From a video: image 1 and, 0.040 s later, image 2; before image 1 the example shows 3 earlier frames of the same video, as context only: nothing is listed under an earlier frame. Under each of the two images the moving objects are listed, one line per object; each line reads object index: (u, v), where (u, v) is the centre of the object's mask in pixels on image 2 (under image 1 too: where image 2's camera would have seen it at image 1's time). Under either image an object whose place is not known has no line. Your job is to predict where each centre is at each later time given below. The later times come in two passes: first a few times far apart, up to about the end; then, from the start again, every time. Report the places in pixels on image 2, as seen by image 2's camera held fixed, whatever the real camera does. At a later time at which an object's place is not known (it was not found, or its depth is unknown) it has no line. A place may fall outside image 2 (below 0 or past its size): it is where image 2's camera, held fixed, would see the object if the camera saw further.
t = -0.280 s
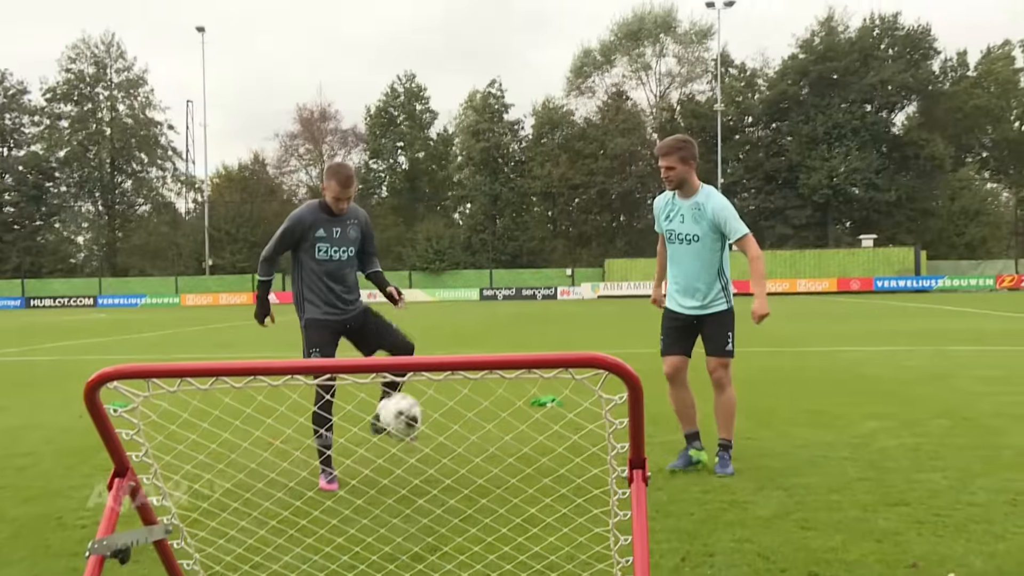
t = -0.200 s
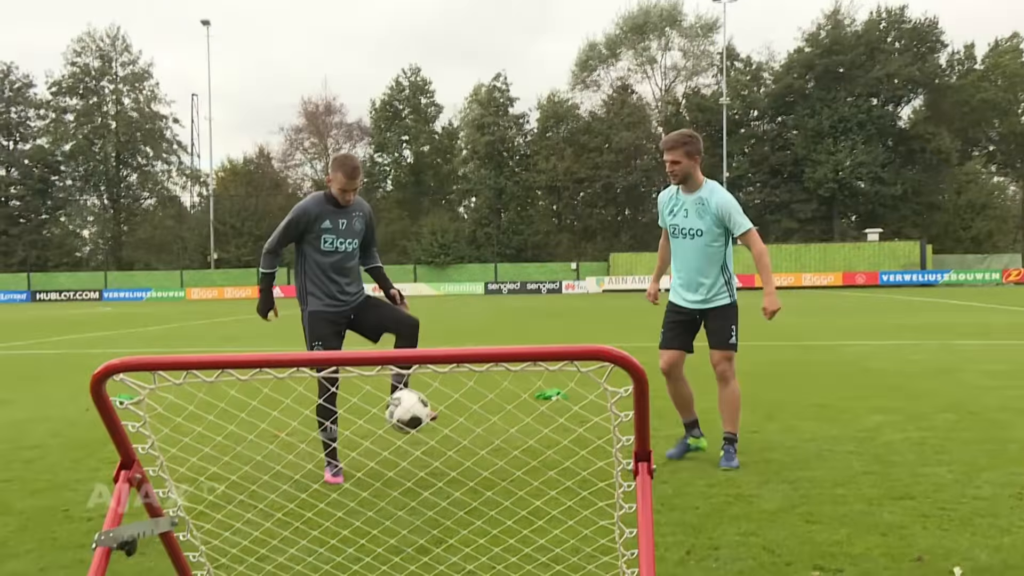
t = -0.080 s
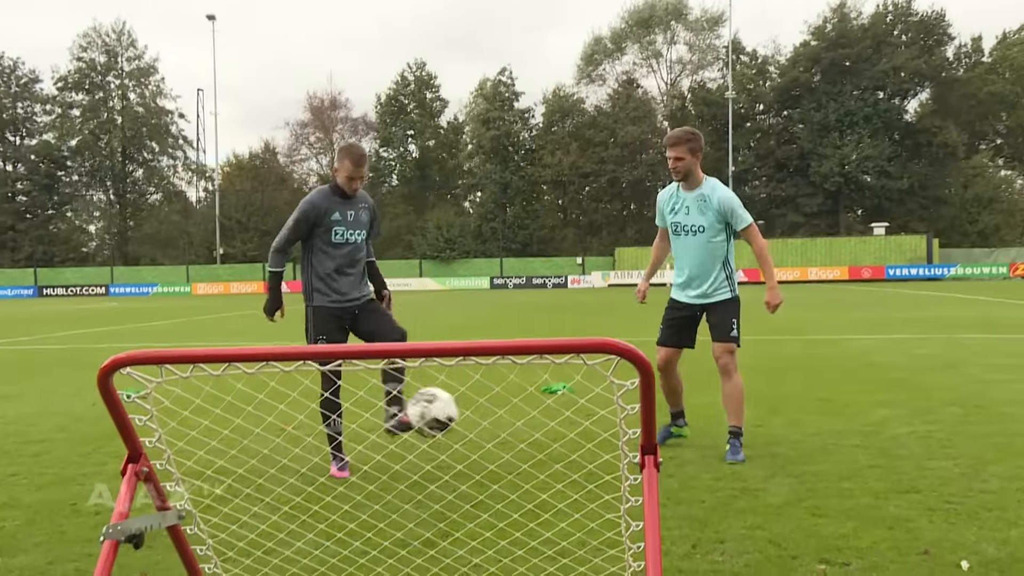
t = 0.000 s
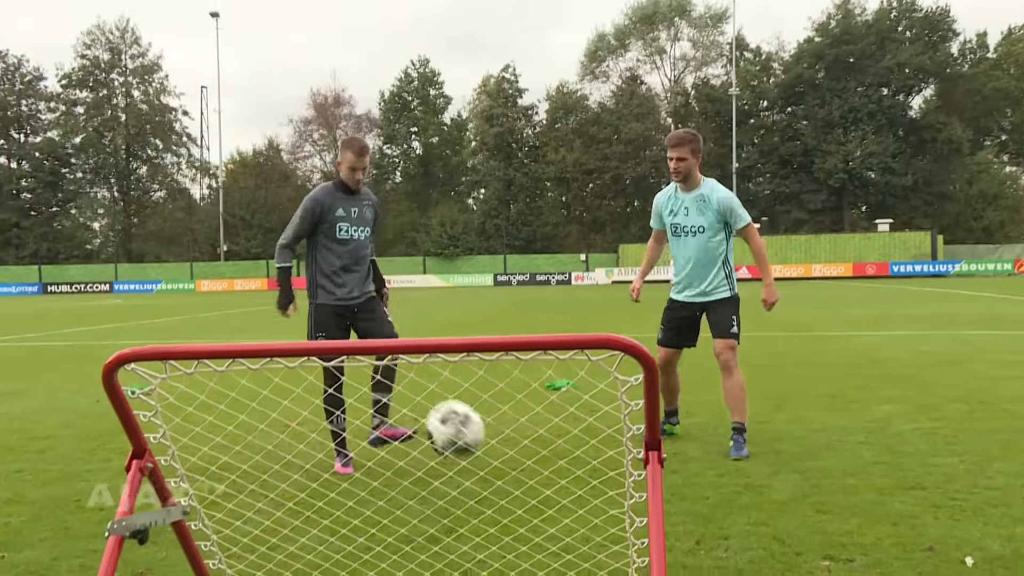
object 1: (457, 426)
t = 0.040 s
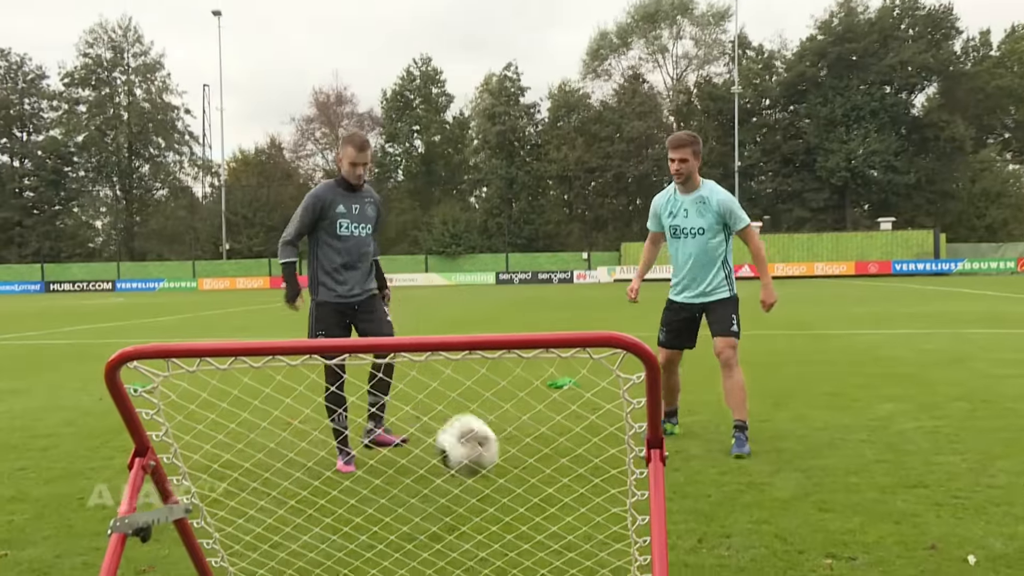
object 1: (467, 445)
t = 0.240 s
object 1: (535, 531)
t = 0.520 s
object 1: (610, 207)
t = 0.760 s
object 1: (658, 147)
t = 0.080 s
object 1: (479, 472)
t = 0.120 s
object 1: (492, 508)
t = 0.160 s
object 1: (505, 547)
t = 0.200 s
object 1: (524, 568)
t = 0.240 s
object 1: (535, 531)
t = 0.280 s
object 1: (544, 463)
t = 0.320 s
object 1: (558, 401)
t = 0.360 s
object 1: (568, 357)
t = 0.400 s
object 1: (581, 300)
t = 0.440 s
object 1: (592, 265)
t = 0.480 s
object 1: (601, 230)
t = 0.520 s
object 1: (610, 207)
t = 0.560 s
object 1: (618, 183)
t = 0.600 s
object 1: (627, 166)
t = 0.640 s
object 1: (635, 154)
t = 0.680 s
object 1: (643, 147)
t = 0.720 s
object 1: (651, 145)
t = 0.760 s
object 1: (658, 147)
